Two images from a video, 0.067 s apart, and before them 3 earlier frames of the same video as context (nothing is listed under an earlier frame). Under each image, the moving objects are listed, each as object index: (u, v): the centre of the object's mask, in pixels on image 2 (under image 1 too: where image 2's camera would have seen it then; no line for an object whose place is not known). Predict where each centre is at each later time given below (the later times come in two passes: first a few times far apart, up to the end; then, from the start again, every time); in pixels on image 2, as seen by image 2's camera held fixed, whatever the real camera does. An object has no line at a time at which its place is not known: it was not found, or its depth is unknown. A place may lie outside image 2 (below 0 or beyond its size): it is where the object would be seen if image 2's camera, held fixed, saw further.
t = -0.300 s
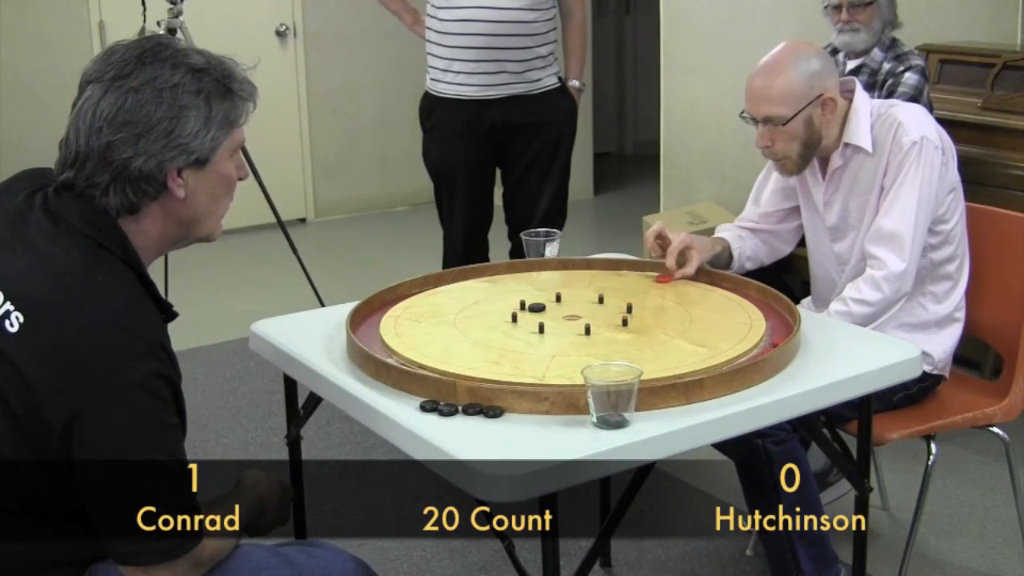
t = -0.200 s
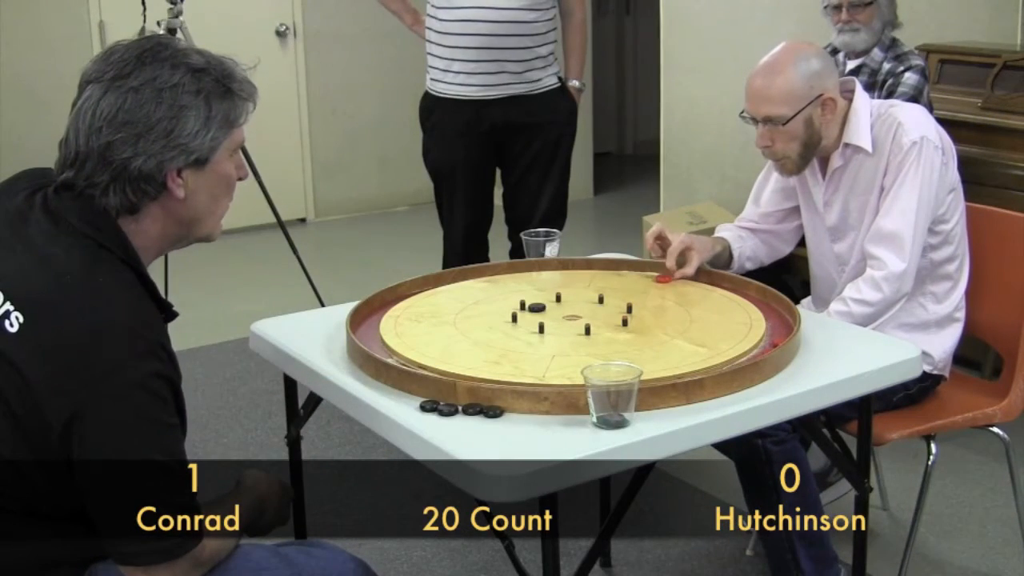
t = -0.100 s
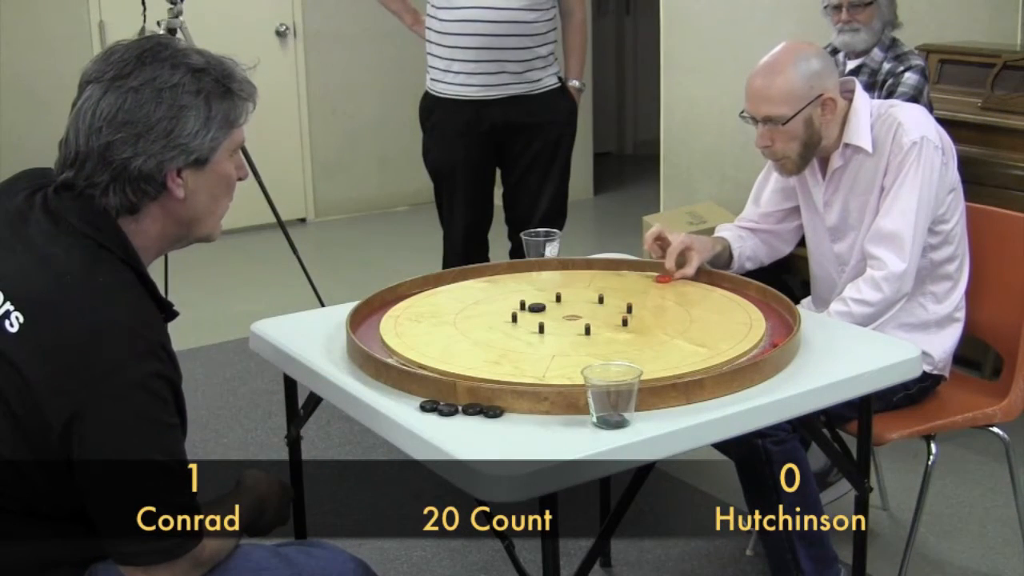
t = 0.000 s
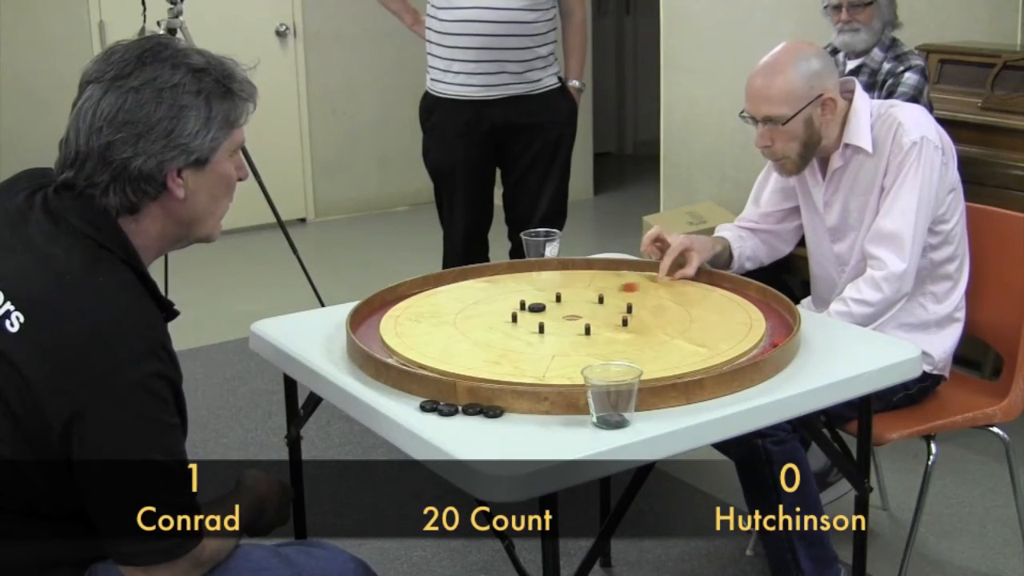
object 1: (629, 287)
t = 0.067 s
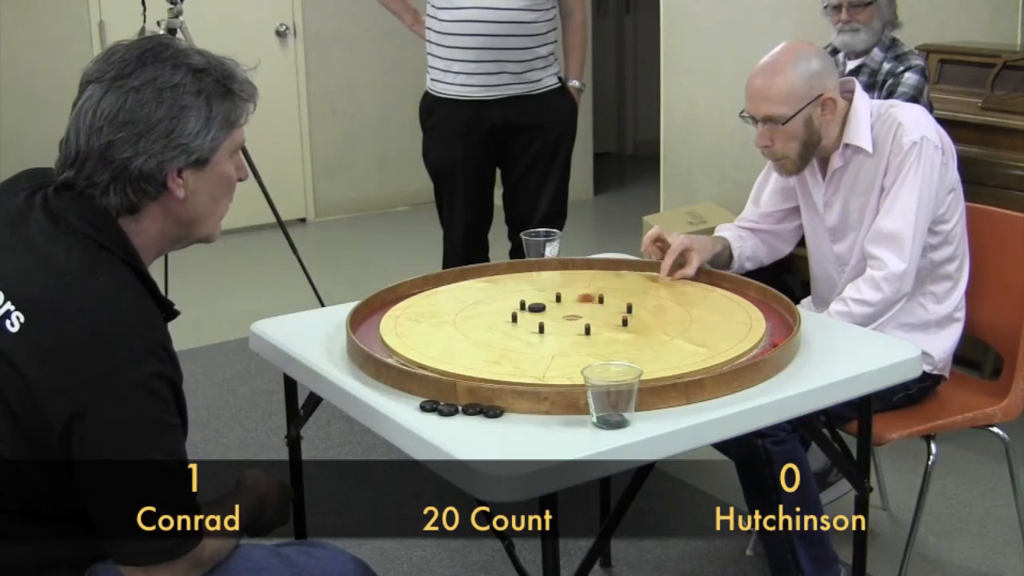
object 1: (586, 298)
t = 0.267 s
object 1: (580, 312)
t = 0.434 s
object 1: (593, 315)
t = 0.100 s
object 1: (566, 303)
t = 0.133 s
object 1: (555, 307)
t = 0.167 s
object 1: (561, 308)
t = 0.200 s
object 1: (568, 310)
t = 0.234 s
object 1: (575, 312)
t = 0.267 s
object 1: (580, 312)
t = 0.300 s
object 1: (584, 313)
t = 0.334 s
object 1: (587, 314)
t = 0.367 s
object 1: (590, 314)
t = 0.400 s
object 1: (592, 314)
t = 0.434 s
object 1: (593, 315)
